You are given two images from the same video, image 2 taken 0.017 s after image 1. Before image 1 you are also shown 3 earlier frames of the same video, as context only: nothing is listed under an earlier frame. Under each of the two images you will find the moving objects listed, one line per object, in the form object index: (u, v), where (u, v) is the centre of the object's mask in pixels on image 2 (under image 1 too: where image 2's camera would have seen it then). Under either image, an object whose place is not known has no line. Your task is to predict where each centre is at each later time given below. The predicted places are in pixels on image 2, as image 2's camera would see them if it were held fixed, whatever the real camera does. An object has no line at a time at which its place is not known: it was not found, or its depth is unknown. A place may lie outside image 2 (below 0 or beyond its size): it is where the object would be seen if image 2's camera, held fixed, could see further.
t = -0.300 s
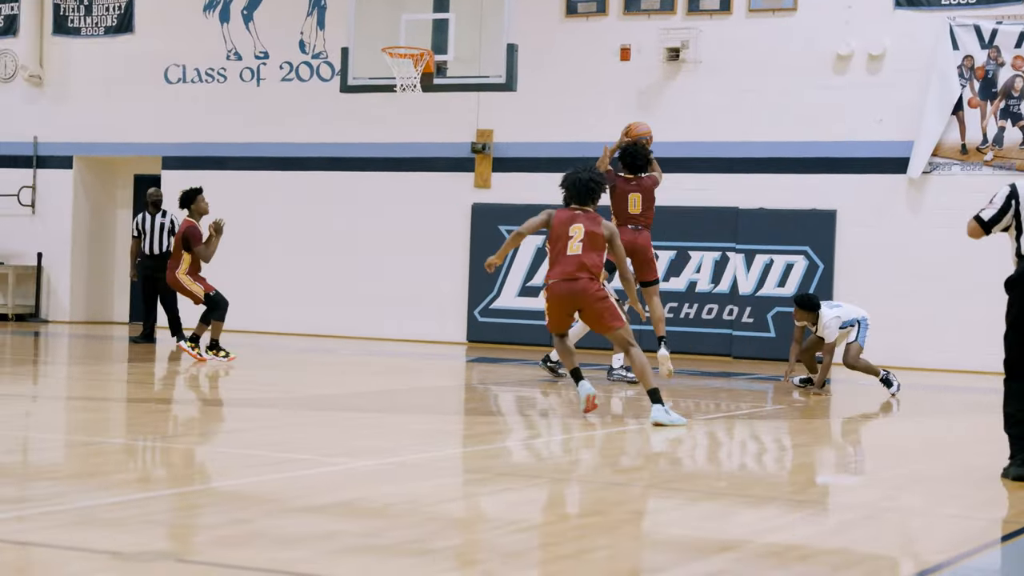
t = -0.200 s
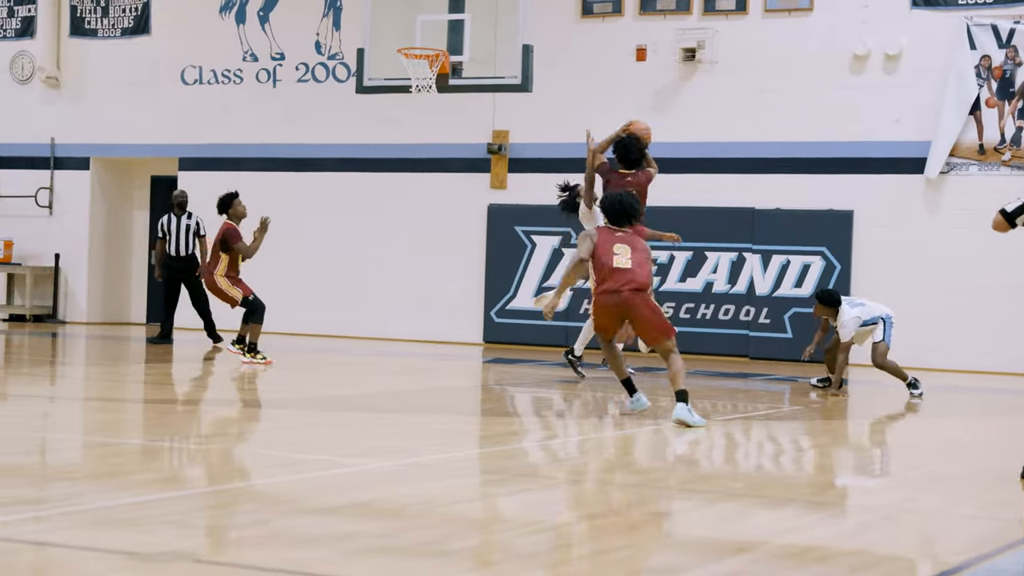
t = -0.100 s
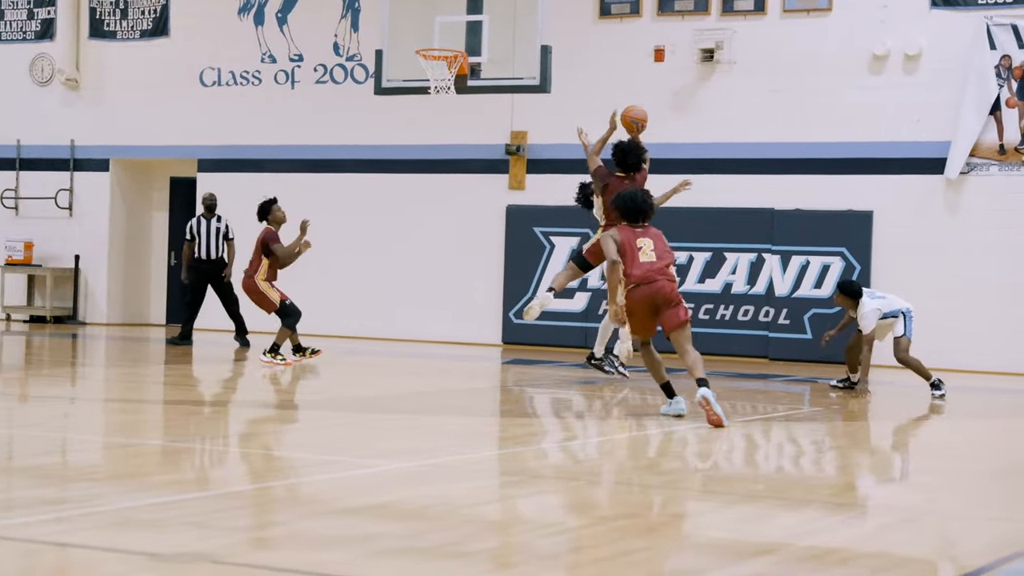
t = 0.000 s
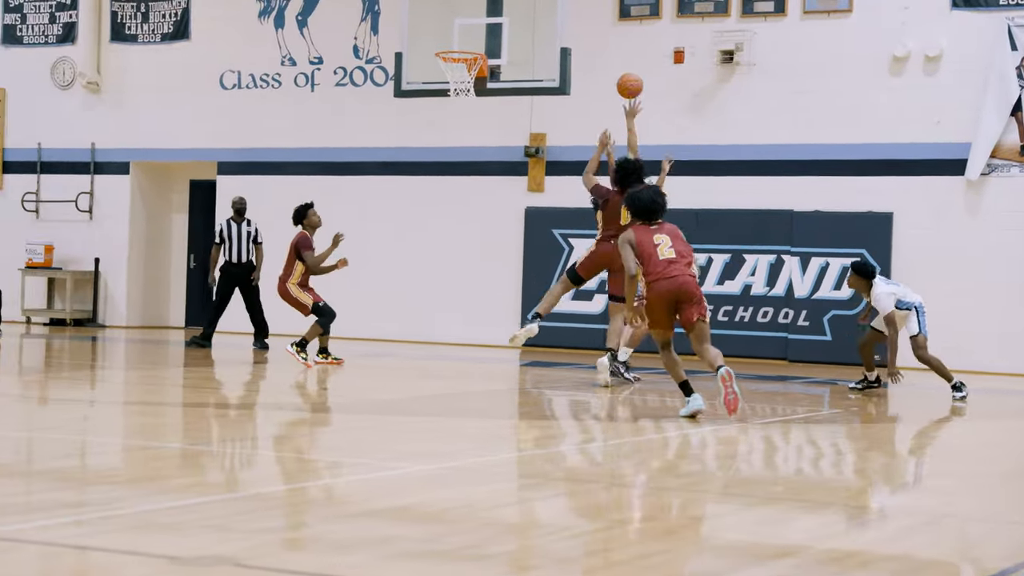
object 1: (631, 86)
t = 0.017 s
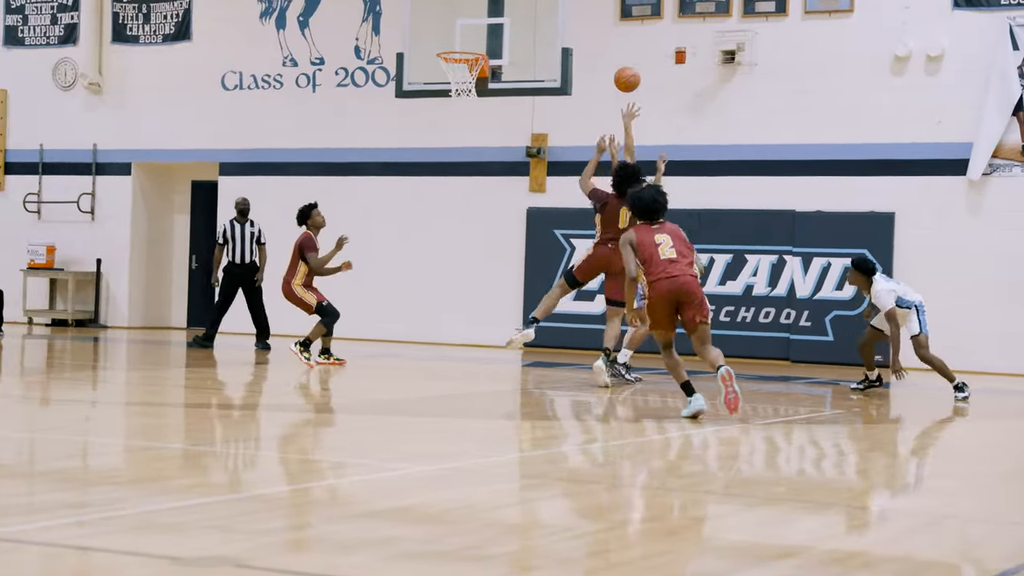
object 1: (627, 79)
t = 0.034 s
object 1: (623, 73)
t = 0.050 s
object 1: (619, 67)
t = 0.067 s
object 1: (615, 62)
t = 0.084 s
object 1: (612, 57)
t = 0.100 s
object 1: (609, 52)
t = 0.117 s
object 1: (605, 47)
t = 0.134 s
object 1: (602, 43)
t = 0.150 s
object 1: (599, 39)
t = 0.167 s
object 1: (596, 36)
